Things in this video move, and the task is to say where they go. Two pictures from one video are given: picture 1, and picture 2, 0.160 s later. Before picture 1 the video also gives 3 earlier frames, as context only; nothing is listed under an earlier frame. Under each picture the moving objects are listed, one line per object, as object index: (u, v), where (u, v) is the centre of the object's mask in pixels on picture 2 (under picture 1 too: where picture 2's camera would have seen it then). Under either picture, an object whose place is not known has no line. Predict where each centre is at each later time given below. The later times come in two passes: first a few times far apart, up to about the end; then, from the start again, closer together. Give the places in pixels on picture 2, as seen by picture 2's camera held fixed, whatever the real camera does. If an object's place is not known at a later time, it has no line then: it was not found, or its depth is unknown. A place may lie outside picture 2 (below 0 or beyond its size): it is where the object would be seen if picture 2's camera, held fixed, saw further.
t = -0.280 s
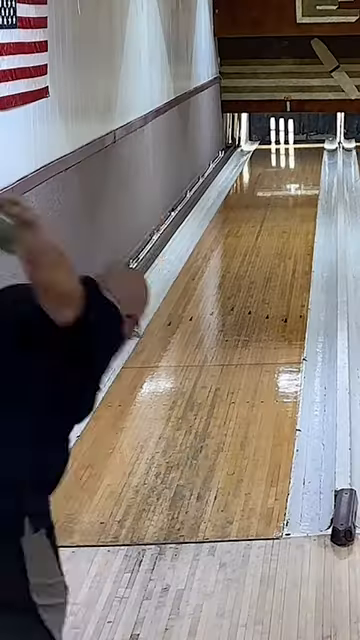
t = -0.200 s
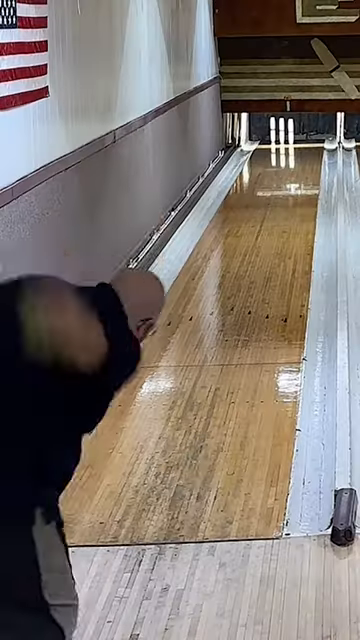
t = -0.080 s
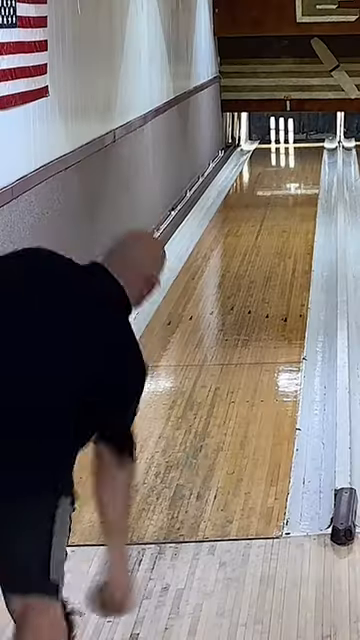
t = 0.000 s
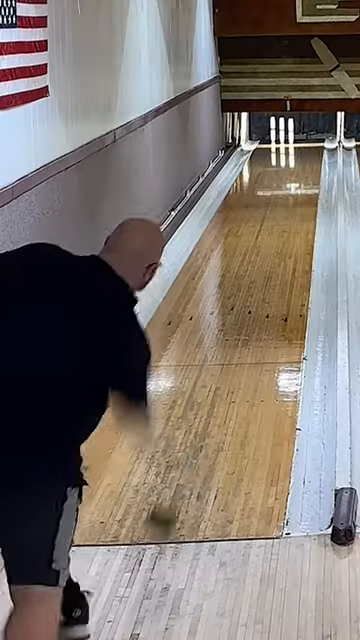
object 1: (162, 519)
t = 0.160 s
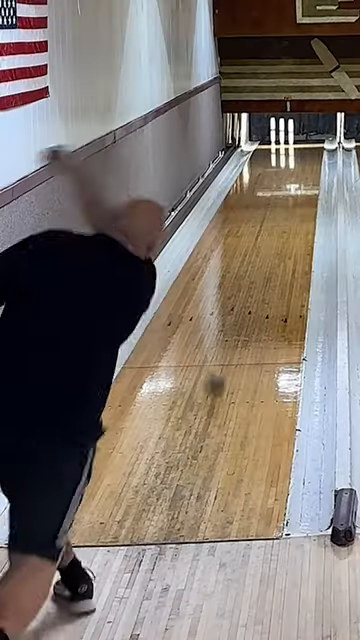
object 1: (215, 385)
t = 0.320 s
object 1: (242, 303)
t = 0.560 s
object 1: (264, 229)
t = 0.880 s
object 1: (279, 174)
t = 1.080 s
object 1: (284, 156)
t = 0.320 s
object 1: (242, 303)
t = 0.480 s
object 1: (258, 248)
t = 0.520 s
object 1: (261, 238)
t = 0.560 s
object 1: (264, 229)
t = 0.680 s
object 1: (269, 206)
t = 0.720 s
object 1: (272, 198)
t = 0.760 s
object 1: (274, 192)
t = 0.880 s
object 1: (279, 174)
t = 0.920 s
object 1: (279, 170)
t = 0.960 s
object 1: (281, 165)
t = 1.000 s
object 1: (282, 162)
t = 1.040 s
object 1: (282, 159)
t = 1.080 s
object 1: (284, 156)
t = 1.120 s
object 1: (285, 152)
